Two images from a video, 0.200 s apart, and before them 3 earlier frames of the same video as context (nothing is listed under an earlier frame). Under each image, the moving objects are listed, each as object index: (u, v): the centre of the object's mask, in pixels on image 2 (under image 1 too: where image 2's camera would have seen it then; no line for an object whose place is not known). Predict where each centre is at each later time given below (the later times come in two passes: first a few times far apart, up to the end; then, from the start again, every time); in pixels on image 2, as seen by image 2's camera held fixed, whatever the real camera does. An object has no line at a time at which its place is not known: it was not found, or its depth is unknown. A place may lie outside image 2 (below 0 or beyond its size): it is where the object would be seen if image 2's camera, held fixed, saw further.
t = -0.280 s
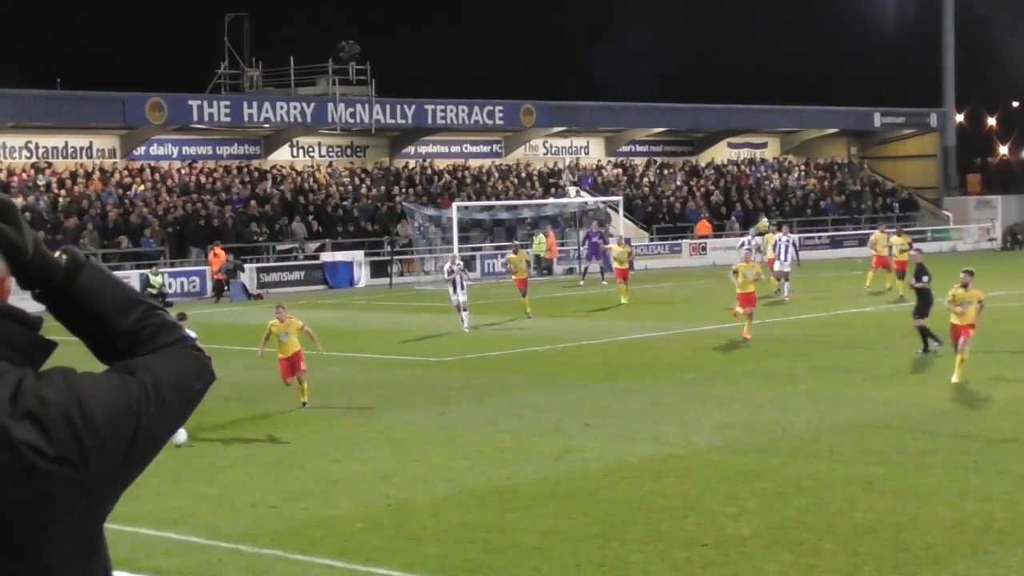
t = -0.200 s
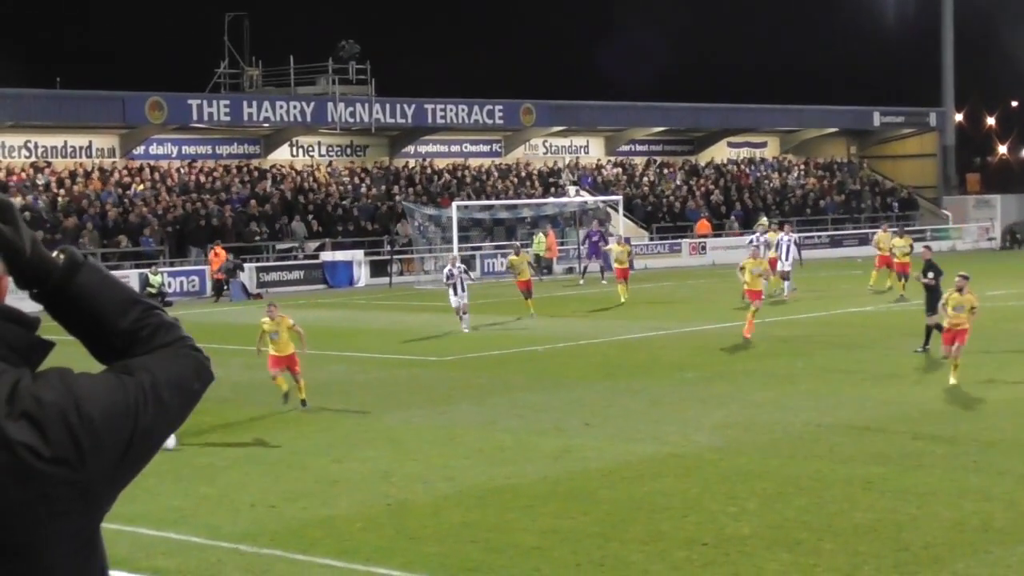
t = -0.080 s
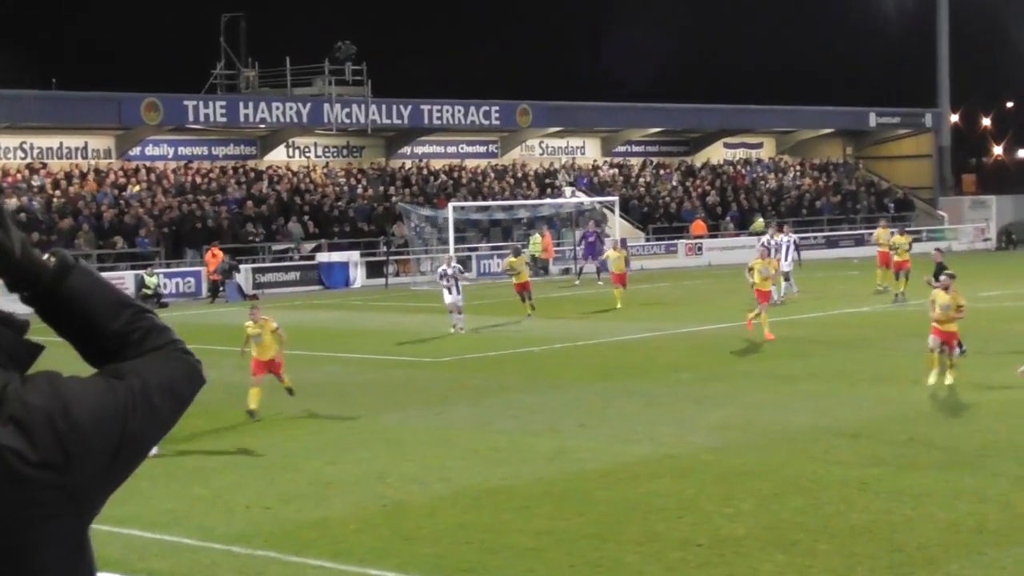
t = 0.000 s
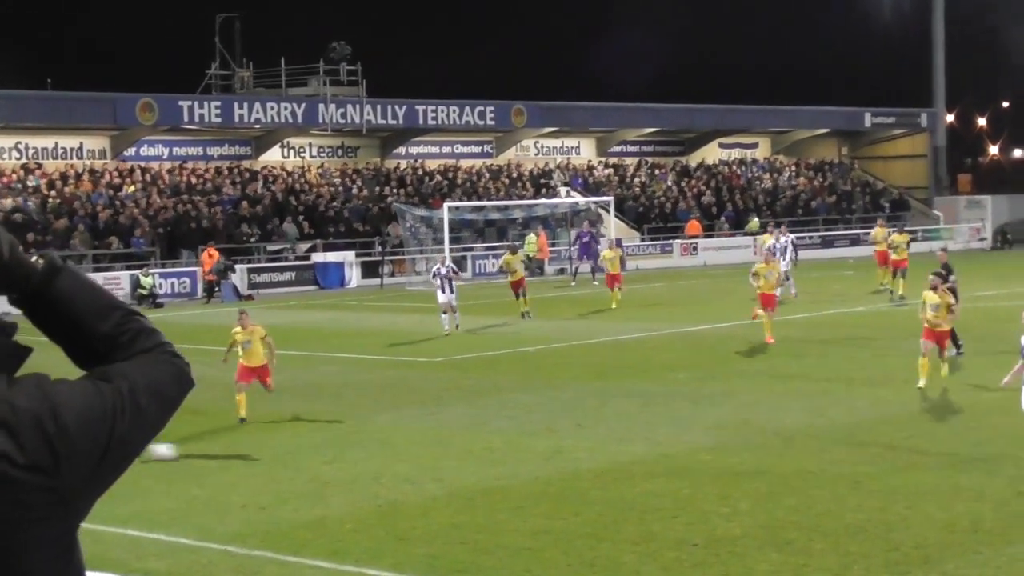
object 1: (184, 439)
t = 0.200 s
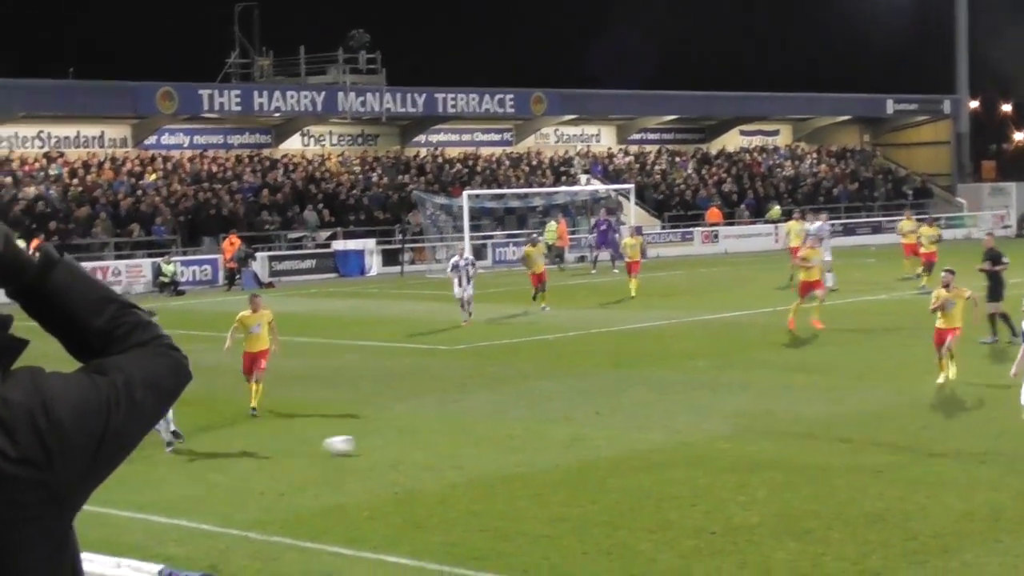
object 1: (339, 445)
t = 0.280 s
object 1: (401, 448)
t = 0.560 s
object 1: (601, 461)
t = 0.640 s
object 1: (658, 469)
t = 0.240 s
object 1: (369, 446)
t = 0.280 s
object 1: (401, 448)
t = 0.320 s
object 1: (432, 451)
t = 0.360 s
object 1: (461, 450)
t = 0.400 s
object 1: (490, 453)
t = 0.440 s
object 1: (518, 455)
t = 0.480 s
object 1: (545, 459)
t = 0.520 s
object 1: (572, 460)
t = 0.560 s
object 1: (601, 461)
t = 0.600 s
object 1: (630, 464)
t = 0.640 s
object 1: (658, 469)
